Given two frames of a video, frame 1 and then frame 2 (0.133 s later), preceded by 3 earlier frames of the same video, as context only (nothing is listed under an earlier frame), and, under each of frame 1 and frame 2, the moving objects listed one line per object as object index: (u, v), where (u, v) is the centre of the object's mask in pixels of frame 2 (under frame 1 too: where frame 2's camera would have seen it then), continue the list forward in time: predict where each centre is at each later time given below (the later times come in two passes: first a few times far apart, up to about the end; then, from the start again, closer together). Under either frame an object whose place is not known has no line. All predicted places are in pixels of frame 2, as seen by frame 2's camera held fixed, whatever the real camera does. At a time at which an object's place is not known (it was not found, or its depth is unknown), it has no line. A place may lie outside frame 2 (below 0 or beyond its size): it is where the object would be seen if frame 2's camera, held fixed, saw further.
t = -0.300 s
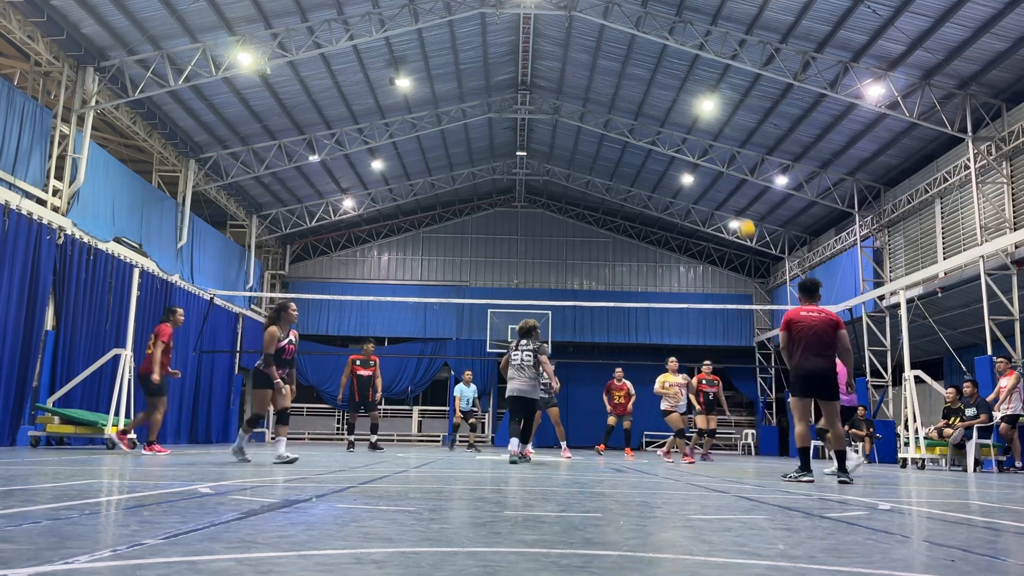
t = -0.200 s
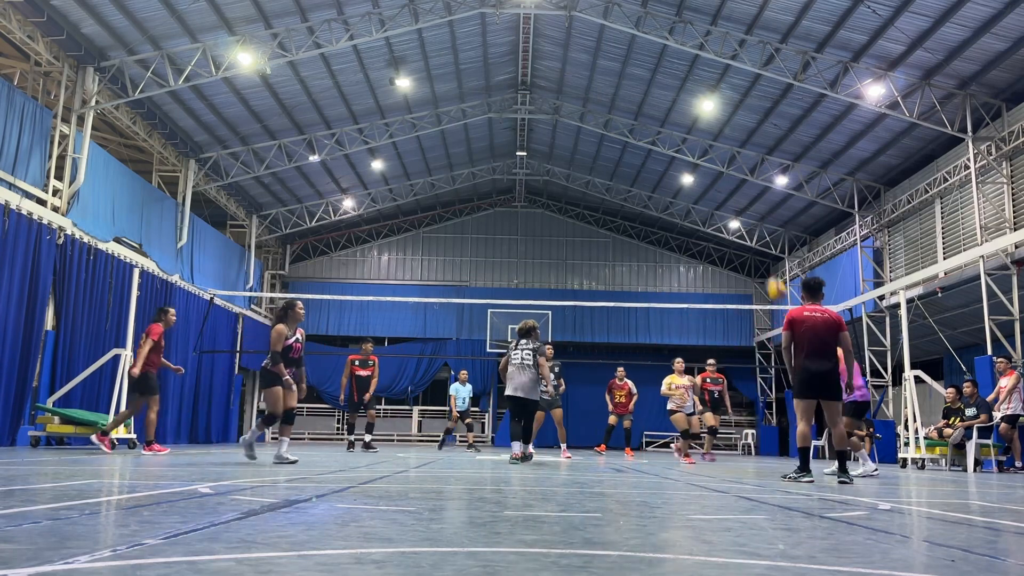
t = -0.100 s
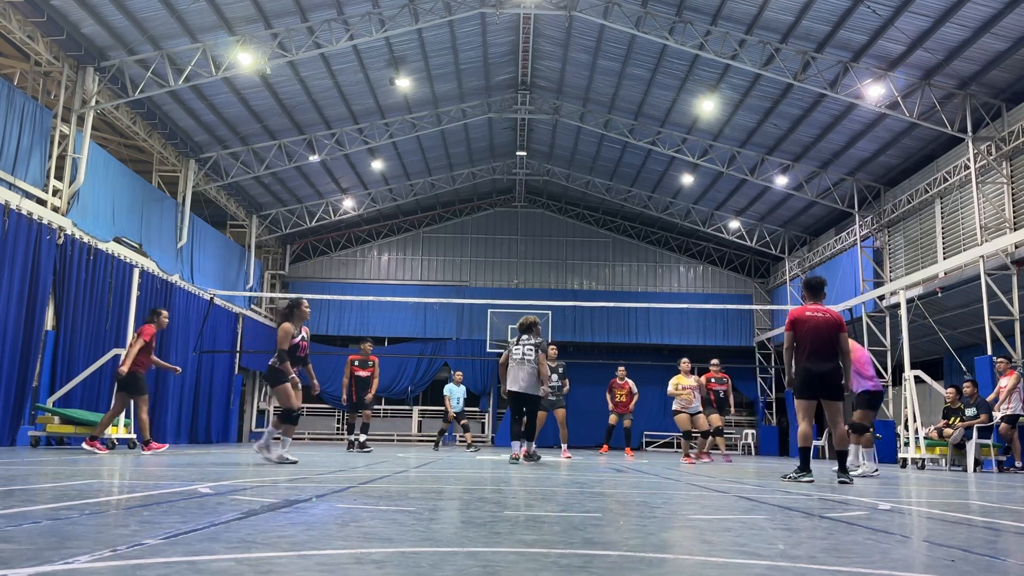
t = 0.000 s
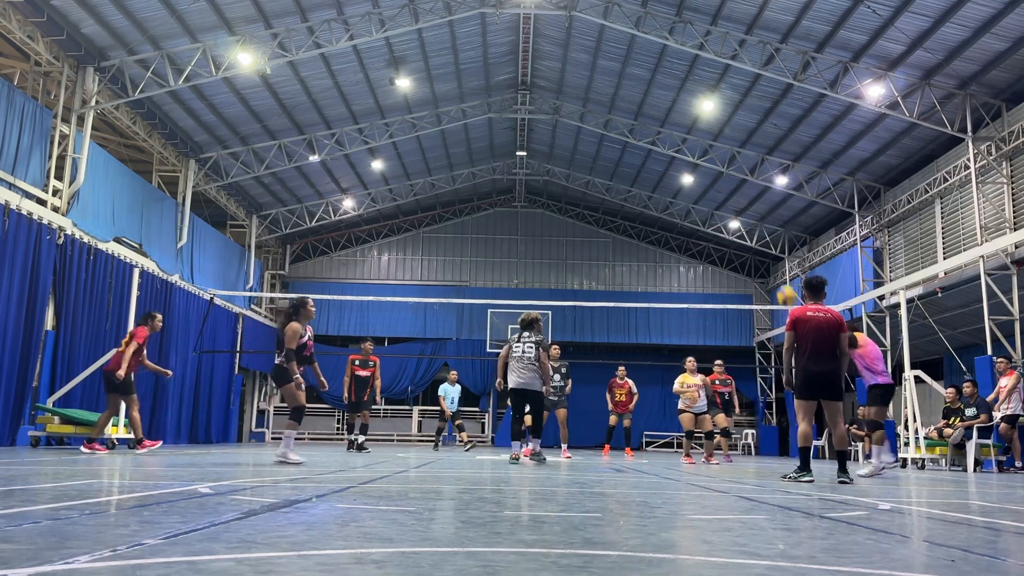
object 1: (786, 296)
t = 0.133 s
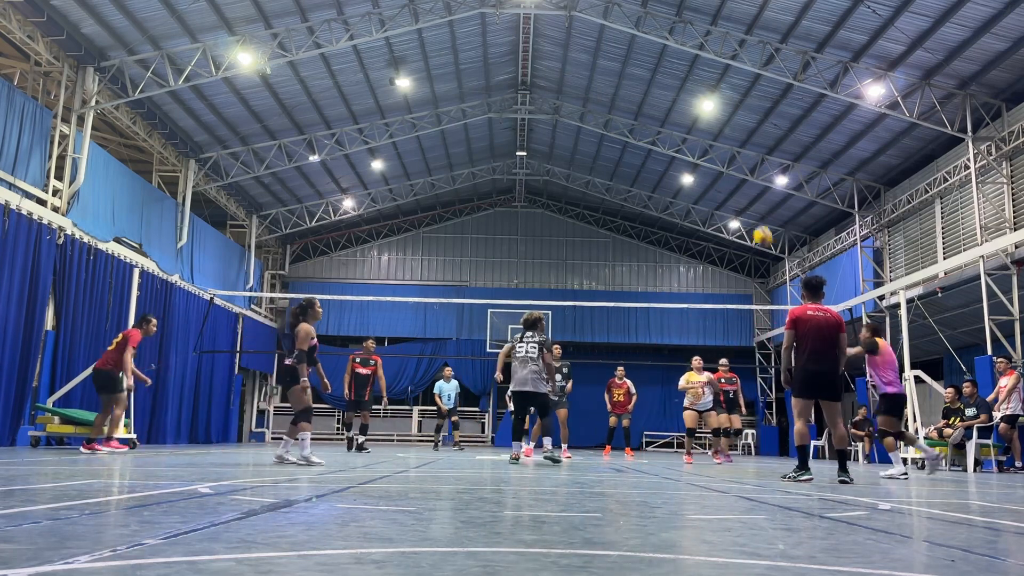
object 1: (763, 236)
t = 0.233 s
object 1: (746, 204)
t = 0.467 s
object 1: (712, 164)
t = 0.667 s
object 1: (687, 165)
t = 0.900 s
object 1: (660, 199)
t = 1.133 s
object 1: (637, 264)
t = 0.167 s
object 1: (757, 224)
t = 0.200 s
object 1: (752, 214)
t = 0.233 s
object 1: (746, 204)
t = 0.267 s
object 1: (741, 196)
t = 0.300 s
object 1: (736, 188)
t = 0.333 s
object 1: (731, 181)
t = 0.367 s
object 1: (726, 176)
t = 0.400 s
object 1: (721, 171)
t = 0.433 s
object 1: (717, 168)
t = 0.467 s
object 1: (712, 164)
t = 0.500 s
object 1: (708, 163)
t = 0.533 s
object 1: (703, 162)
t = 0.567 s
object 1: (699, 162)
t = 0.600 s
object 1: (694, 162)
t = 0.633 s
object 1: (691, 164)
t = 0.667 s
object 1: (687, 165)
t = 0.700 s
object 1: (682, 168)
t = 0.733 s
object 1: (678, 171)
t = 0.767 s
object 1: (674, 175)
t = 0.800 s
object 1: (671, 181)
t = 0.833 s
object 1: (667, 186)
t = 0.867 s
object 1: (663, 192)
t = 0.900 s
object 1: (660, 199)
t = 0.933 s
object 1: (656, 206)
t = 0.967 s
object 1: (653, 215)
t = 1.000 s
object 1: (649, 224)
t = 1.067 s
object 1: (643, 243)
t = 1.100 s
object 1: (639, 254)
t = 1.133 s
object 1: (637, 264)
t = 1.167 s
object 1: (634, 276)
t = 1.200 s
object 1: (631, 288)
